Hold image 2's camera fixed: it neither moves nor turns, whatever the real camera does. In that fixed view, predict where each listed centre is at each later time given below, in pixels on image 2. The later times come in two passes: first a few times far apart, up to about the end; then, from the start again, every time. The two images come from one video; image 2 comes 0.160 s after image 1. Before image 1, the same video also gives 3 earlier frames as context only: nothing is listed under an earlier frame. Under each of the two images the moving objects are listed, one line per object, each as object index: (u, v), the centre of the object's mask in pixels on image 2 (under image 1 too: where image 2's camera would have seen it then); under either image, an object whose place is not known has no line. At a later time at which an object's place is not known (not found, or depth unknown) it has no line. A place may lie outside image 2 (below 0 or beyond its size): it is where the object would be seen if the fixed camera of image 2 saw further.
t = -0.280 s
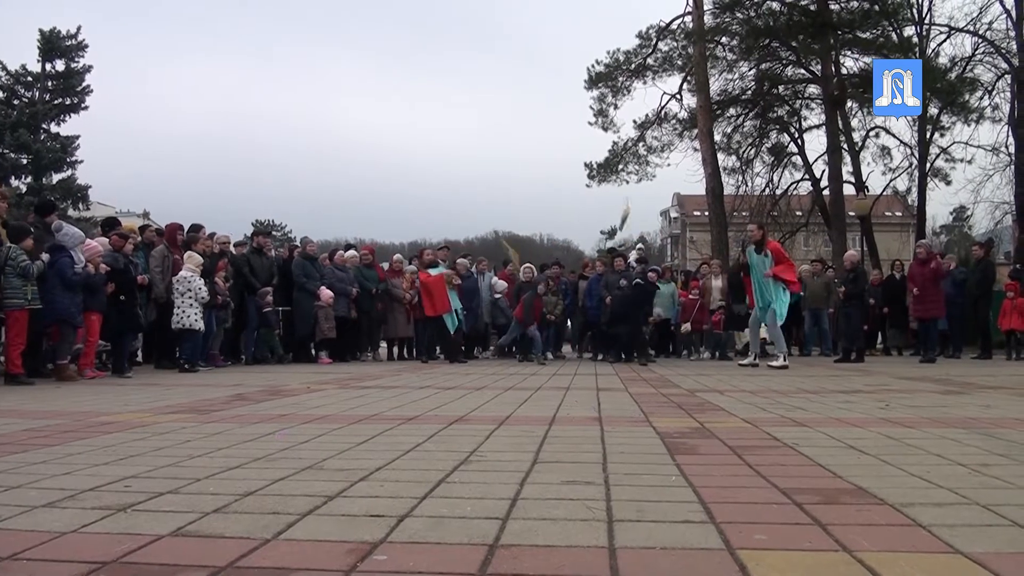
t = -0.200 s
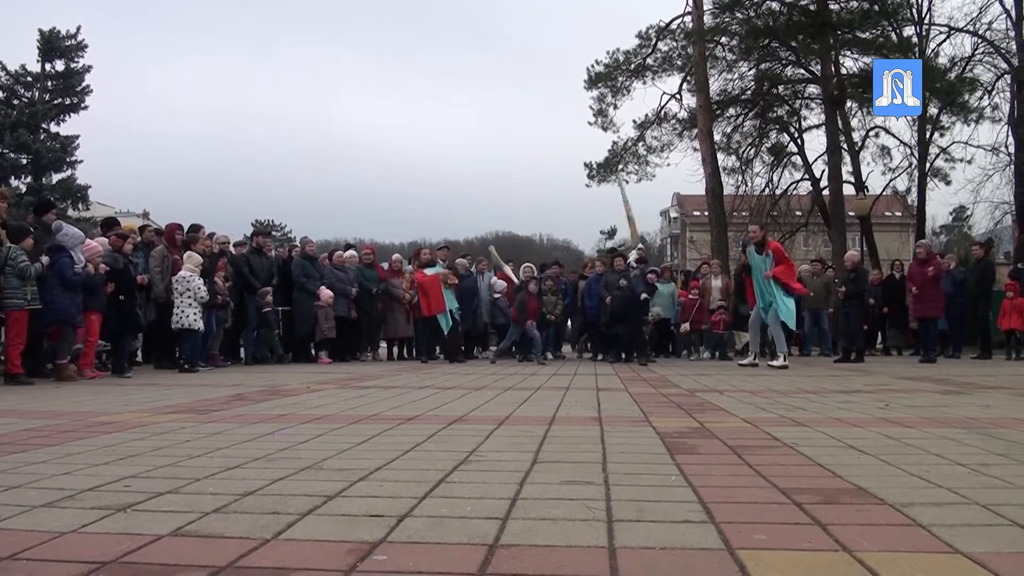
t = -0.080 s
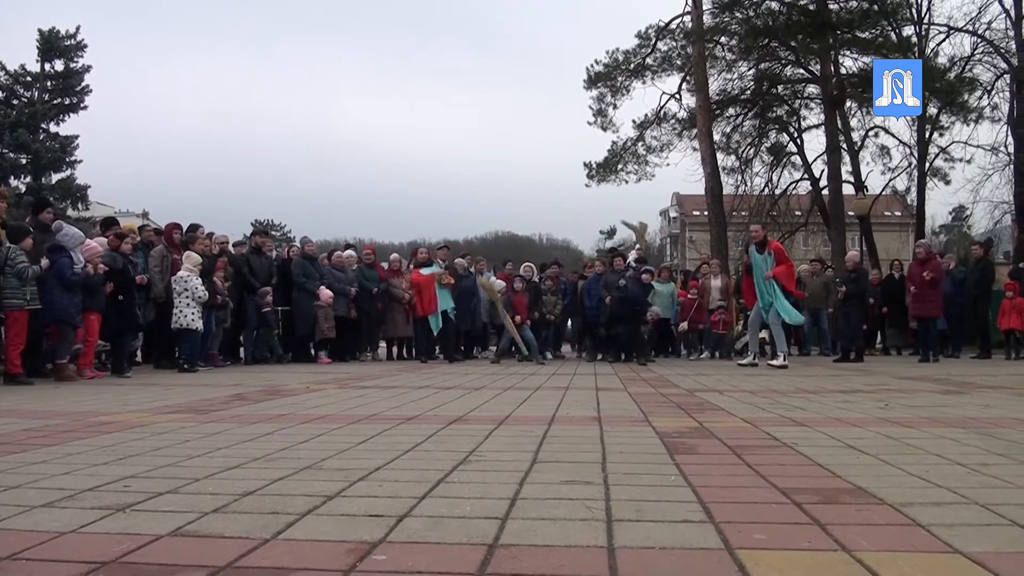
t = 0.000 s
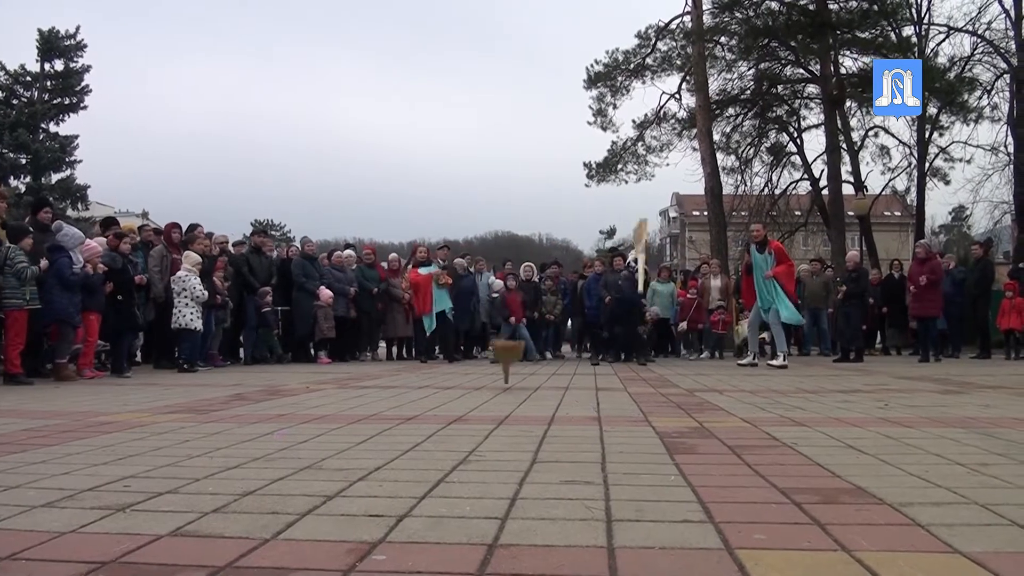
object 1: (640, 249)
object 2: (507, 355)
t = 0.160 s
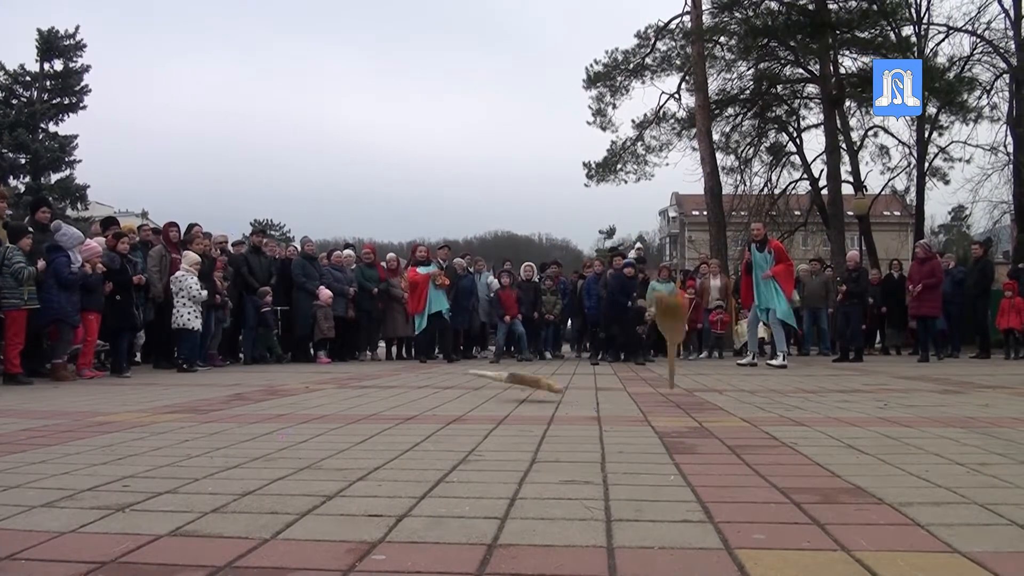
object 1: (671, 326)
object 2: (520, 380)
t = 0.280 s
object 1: (712, 387)
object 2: (533, 384)
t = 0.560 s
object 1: (798, 344)
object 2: (540, 421)
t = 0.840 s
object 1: (883, 453)
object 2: (531, 447)
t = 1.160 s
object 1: (929, 466)
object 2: (533, 462)
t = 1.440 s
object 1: (925, 466)
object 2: (535, 462)
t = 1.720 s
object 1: (924, 466)
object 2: (534, 462)
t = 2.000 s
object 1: (925, 466)
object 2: (534, 462)
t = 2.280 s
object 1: (925, 466)
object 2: (534, 462)
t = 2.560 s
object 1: (926, 466)
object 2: (534, 462)
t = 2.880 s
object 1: (925, 466)
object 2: (534, 462)
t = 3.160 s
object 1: (927, 467)
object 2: (534, 462)
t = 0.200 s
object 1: (686, 344)
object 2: (523, 379)
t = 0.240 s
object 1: (702, 374)
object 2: (529, 380)
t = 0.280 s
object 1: (712, 387)
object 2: (533, 384)
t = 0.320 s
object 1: (731, 392)
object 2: (536, 390)
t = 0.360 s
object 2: (539, 399)
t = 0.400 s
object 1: (755, 362)
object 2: (530, 410)
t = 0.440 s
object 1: (765, 352)
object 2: (529, 414)
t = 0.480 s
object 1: (773, 346)
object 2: (537, 414)
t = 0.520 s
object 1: (785, 342)
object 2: (539, 417)
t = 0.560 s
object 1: (798, 344)
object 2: (540, 421)
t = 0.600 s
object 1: (812, 352)
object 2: (542, 425)
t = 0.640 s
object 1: (825, 366)
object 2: (543, 429)
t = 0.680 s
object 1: (832, 387)
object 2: (543, 433)
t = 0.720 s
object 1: (847, 411)
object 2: (538, 434)
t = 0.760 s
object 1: (871, 441)
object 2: (534, 439)
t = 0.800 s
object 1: (880, 453)
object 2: (533, 444)
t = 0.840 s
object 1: (883, 453)
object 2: (531, 447)
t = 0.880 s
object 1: (895, 456)
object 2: (534, 452)
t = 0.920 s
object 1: (904, 460)
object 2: (534, 455)
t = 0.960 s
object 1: (913, 463)
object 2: (534, 457)
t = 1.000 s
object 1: (920, 464)
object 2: (534, 459)
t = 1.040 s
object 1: (927, 465)
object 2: (535, 460)
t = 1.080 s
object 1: (929, 465)
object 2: (534, 461)
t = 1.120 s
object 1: (929, 465)
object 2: (532, 461)
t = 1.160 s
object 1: (929, 466)
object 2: (533, 462)
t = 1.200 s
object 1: (927, 466)
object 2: (533, 462)
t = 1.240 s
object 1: (926, 466)
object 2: (534, 462)
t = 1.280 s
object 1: (925, 467)
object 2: (534, 462)
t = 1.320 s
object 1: (923, 466)
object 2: (534, 462)
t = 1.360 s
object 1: (920, 466)
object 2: (534, 462)
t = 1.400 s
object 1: (922, 466)
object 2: (535, 462)
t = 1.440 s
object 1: (925, 466)
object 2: (535, 462)
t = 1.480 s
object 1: (925, 467)
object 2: (534, 462)
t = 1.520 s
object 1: (926, 467)
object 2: (534, 462)
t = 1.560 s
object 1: (926, 467)
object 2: (534, 462)
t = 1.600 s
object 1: (926, 467)
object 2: (534, 462)
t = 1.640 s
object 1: (925, 467)
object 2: (535, 462)
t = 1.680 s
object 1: (925, 467)
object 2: (535, 462)
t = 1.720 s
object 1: (924, 466)
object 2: (534, 462)
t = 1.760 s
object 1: (924, 466)
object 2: (534, 462)
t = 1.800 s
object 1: (924, 466)
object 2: (534, 462)
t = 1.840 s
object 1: (924, 466)
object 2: (534, 462)
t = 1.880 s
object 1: (924, 466)
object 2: (534, 462)
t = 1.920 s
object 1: (925, 466)
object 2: (534, 462)
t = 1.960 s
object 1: (925, 466)
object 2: (534, 462)
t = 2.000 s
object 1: (925, 466)
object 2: (534, 462)
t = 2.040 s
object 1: (925, 466)
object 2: (534, 462)
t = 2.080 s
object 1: (925, 466)
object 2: (534, 462)
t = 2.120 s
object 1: (925, 466)
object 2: (534, 462)
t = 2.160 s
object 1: (925, 466)
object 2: (534, 462)
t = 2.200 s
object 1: (925, 466)
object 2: (534, 462)
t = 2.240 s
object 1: (925, 466)
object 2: (534, 462)
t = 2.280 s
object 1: (925, 466)
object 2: (534, 462)
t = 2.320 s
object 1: (926, 466)
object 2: (534, 462)
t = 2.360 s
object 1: (926, 466)
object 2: (534, 462)
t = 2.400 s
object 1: (926, 466)
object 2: (534, 462)
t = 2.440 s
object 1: (926, 466)
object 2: (534, 462)
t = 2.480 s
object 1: (926, 466)
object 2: (534, 462)
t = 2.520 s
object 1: (926, 466)
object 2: (534, 462)
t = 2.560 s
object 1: (926, 466)
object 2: (534, 462)
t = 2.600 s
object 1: (925, 466)
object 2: (534, 462)
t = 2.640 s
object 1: (925, 466)
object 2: (534, 462)
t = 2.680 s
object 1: (925, 466)
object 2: (534, 462)
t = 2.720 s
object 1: (925, 466)
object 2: (534, 462)
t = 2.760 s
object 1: (925, 466)
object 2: (534, 462)
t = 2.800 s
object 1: (925, 466)
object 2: (534, 462)
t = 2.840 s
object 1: (925, 466)
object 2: (534, 462)
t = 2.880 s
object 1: (925, 466)
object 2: (534, 462)
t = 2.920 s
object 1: (925, 466)
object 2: (534, 462)
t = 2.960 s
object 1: (926, 466)
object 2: (534, 462)
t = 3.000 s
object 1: (926, 466)
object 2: (534, 462)
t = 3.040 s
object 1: (926, 467)
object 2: (534, 462)
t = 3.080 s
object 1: (926, 467)
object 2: (534, 462)
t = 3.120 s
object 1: (927, 466)
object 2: (534, 462)
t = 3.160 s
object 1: (927, 467)
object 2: (534, 462)
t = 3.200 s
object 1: (926, 467)
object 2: (534, 462)
